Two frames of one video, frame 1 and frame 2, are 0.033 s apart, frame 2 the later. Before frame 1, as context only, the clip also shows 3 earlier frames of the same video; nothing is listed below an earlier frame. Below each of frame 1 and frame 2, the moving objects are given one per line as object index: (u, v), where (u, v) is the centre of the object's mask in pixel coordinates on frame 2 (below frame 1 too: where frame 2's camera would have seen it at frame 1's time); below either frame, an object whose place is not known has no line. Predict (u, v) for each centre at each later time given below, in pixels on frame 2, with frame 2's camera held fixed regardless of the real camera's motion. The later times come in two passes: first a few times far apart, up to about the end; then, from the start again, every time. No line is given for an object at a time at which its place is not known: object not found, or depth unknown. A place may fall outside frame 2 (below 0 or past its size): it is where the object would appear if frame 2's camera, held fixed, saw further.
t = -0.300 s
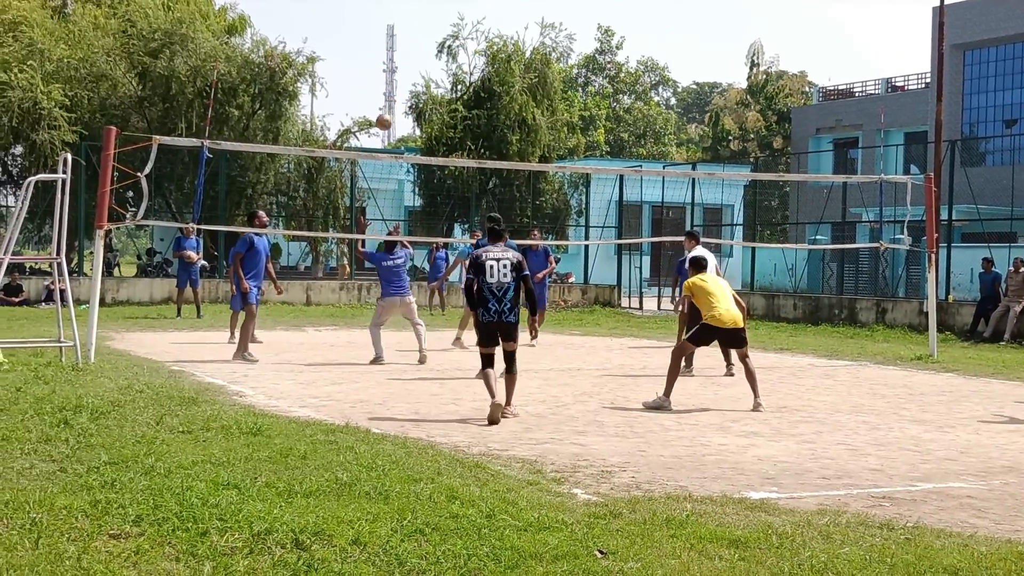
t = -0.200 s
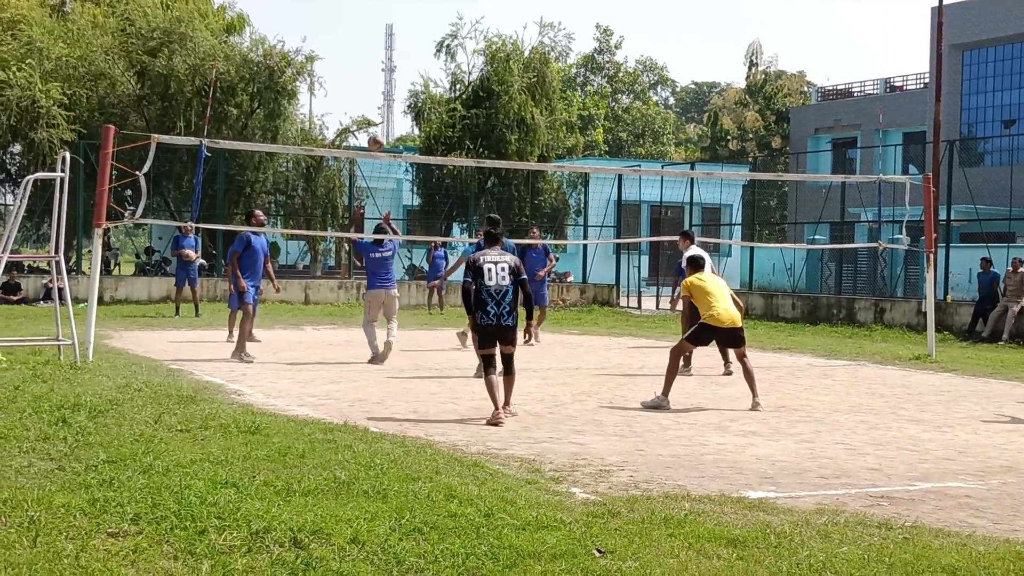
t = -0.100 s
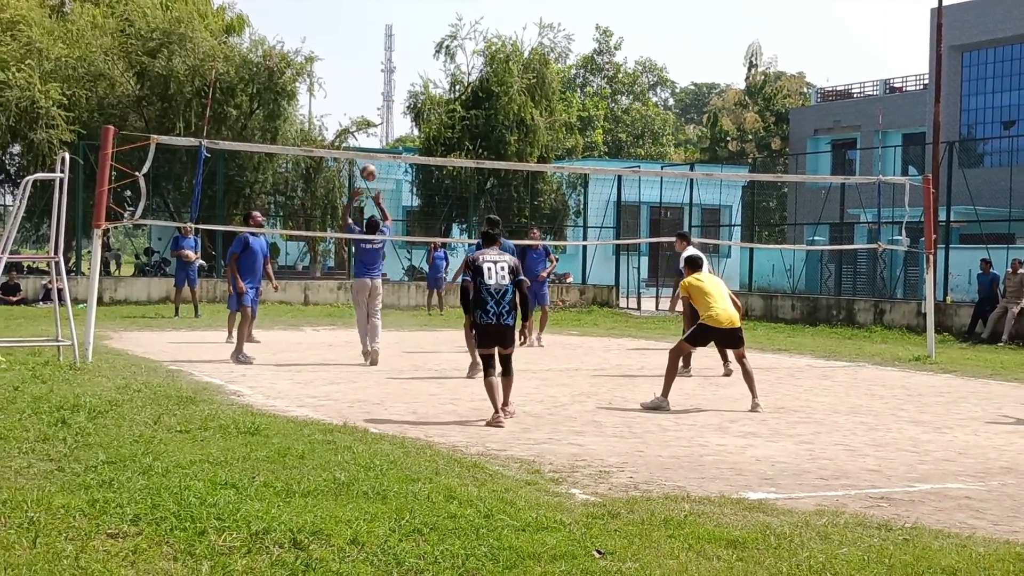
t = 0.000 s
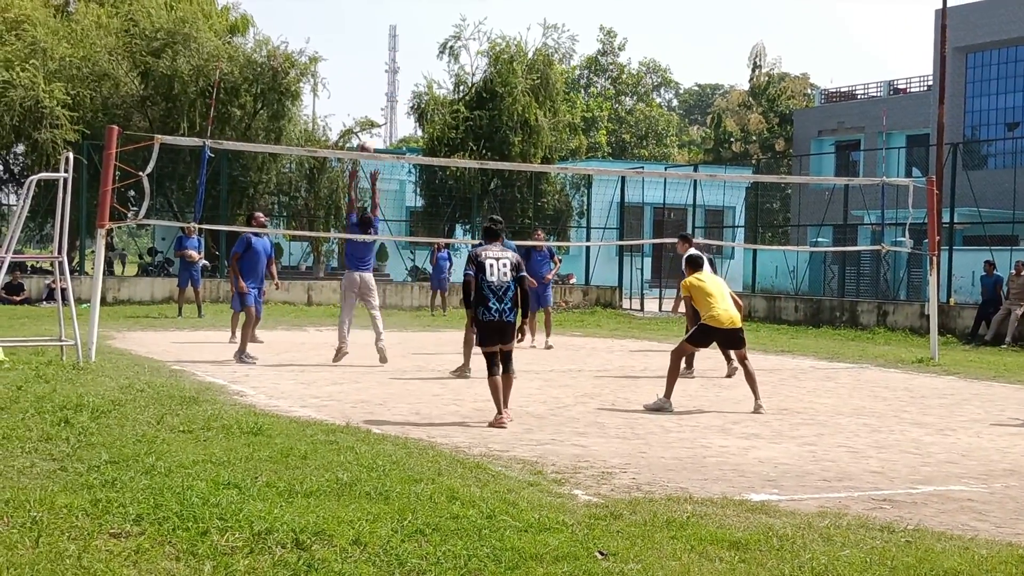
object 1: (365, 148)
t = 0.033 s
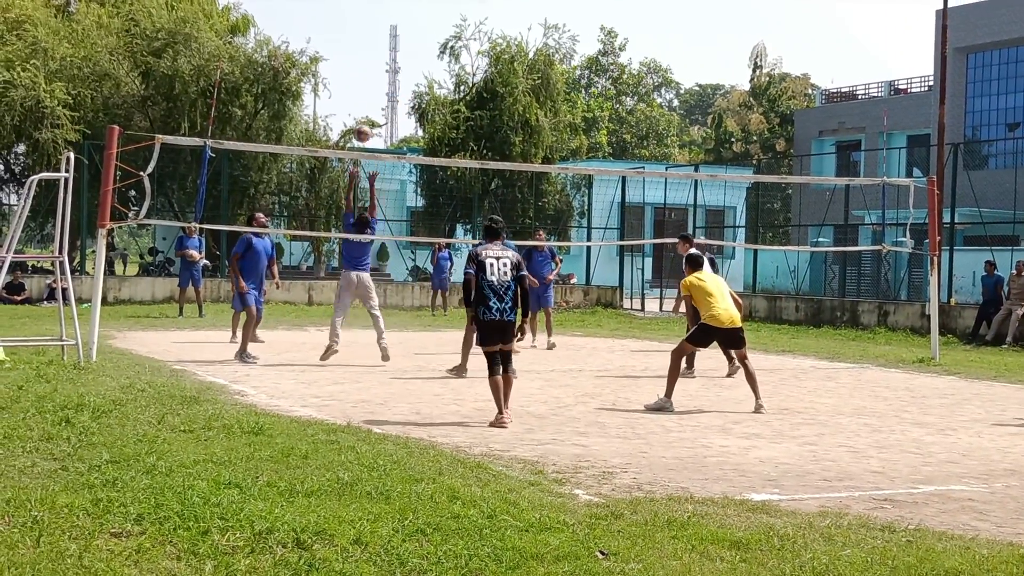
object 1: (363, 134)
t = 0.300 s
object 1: (340, 42)
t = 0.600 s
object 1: (317, 5)
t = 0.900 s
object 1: (288, 46)
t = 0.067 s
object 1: (359, 120)
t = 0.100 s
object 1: (357, 105)
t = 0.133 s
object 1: (353, 92)
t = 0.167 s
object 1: (351, 81)
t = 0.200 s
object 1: (348, 68)
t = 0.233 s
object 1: (345, 58)
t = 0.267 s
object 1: (342, 50)
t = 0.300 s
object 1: (340, 42)
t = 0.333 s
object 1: (338, 33)
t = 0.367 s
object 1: (336, 27)
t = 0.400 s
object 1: (334, 23)
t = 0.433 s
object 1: (331, 18)
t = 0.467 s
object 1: (328, 12)
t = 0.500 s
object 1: (325, 10)
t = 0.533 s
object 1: (323, 8)
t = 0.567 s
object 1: (320, 6)
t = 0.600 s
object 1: (317, 5)
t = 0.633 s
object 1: (314, 7)
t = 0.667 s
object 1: (311, 8)
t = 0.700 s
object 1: (308, 10)
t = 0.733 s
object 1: (305, 13)
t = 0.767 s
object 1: (301, 18)
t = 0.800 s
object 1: (298, 22)
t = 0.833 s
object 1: (294, 29)
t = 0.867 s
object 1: (291, 38)
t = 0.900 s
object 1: (288, 46)
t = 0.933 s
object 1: (285, 55)
